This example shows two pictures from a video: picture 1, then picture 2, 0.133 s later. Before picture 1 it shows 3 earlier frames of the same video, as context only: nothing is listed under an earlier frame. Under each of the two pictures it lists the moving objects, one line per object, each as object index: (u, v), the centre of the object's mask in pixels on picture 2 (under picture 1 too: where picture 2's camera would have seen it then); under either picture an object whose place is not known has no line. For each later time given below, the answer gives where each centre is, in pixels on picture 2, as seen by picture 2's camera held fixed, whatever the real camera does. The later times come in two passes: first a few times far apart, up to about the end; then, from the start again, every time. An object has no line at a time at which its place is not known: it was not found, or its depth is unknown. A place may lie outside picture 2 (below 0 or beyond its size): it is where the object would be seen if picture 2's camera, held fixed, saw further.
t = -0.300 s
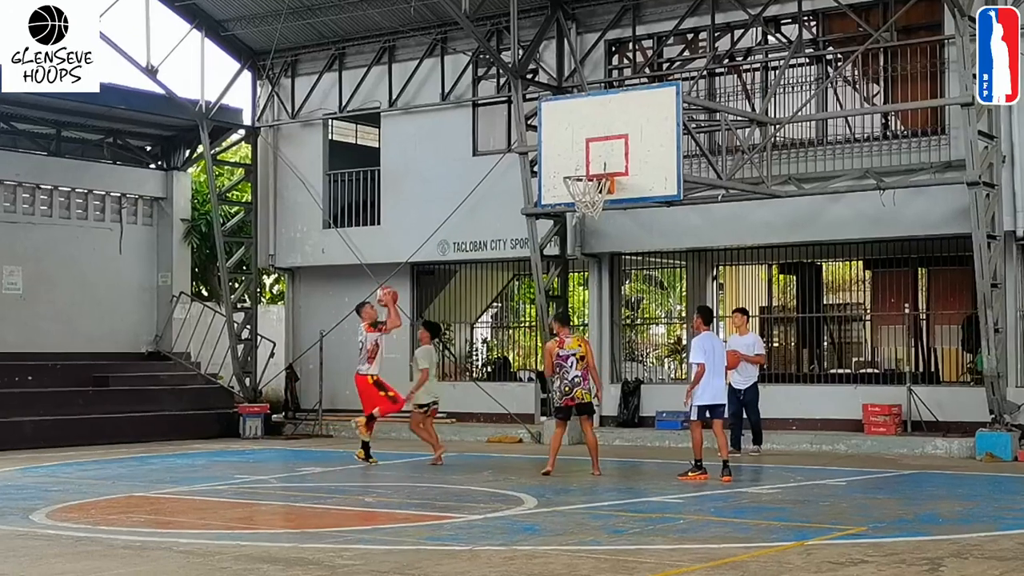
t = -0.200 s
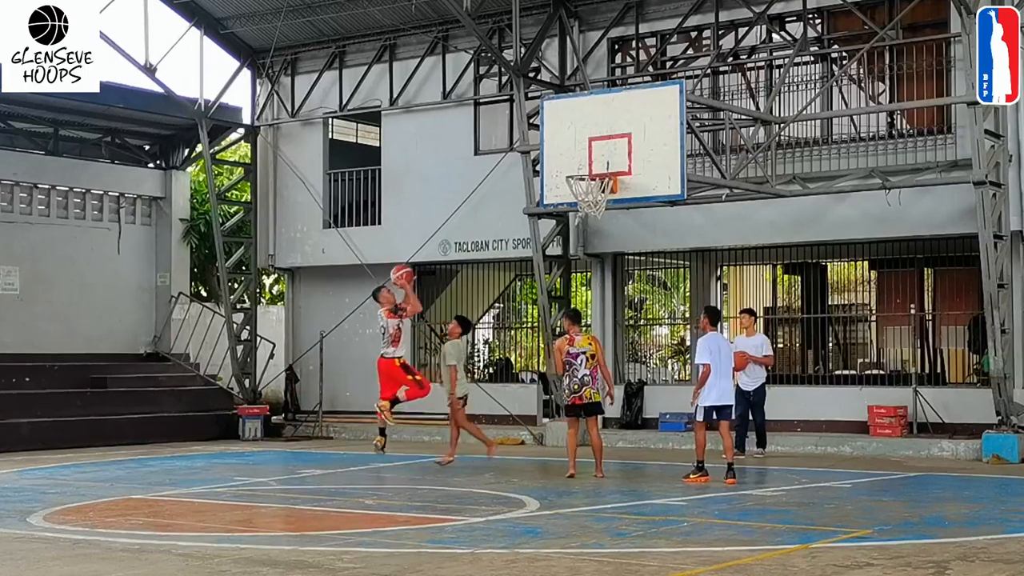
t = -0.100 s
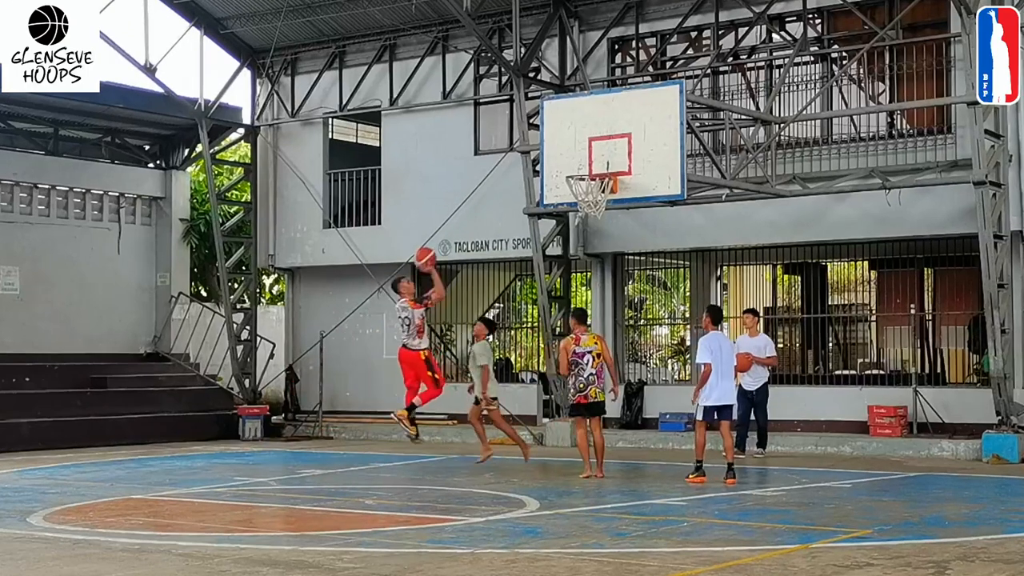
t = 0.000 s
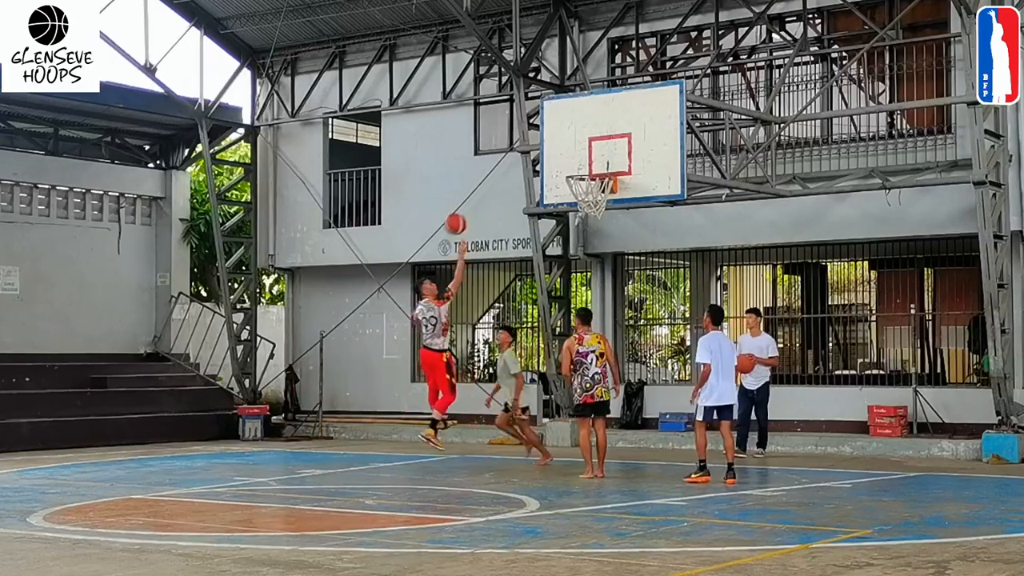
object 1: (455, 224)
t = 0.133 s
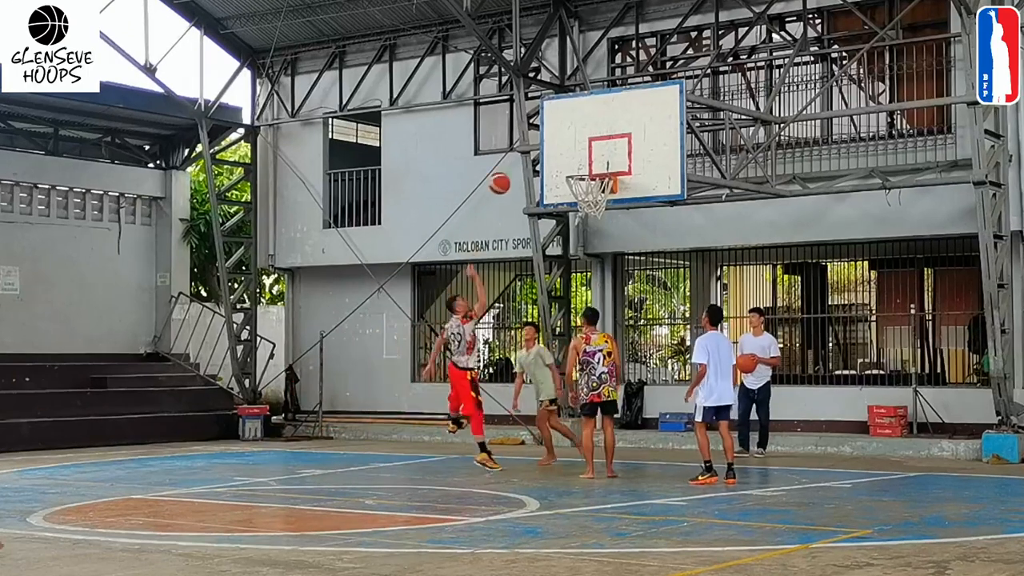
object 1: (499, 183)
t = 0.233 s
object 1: (532, 163)
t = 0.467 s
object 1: (587, 153)
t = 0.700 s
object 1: (576, 168)
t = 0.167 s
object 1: (511, 175)
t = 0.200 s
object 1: (522, 169)
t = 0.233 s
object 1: (532, 163)
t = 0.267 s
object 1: (543, 159)
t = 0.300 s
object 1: (554, 155)
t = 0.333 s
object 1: (565, 153)
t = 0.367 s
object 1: (575, 151)
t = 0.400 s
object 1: (583, 151)
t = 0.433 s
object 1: (585, 152)
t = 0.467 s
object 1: (587, 153)
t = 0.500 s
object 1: (588, 156)
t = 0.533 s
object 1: (590, 160)
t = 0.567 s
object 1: (593, 164)
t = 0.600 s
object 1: (594, 168)
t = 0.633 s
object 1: (588, 167)
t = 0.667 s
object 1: (582, 166)
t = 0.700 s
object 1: (576, 168)
